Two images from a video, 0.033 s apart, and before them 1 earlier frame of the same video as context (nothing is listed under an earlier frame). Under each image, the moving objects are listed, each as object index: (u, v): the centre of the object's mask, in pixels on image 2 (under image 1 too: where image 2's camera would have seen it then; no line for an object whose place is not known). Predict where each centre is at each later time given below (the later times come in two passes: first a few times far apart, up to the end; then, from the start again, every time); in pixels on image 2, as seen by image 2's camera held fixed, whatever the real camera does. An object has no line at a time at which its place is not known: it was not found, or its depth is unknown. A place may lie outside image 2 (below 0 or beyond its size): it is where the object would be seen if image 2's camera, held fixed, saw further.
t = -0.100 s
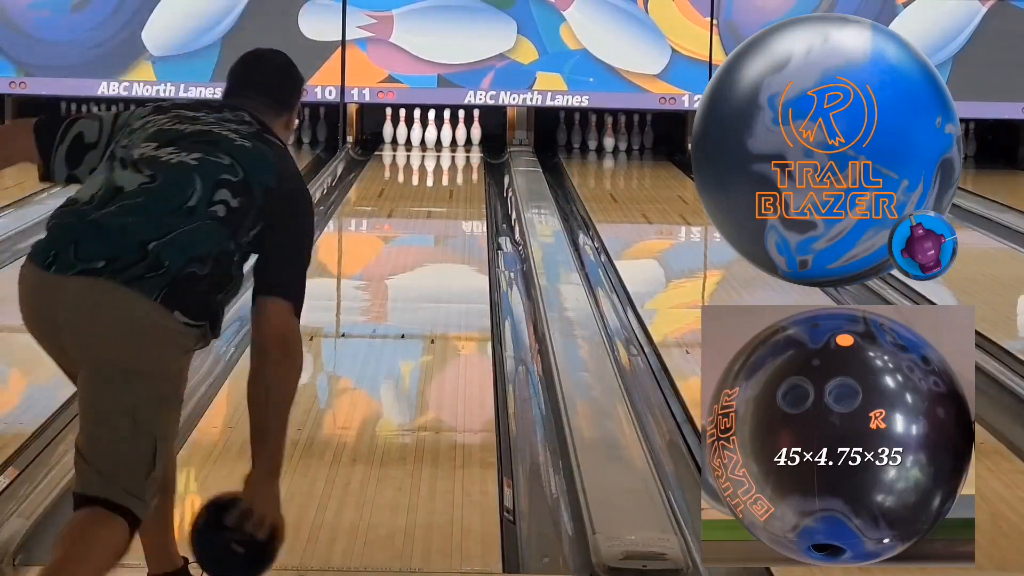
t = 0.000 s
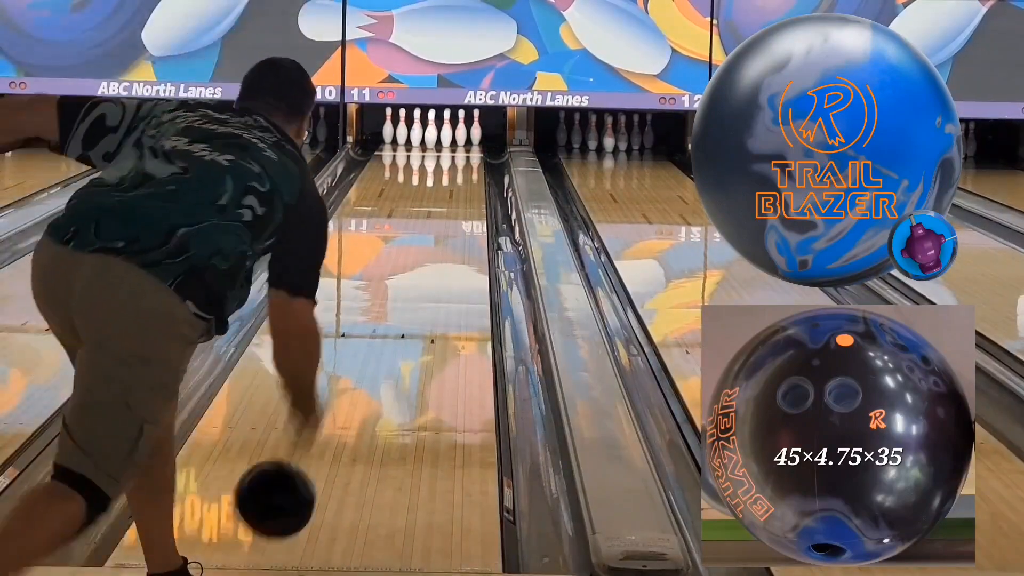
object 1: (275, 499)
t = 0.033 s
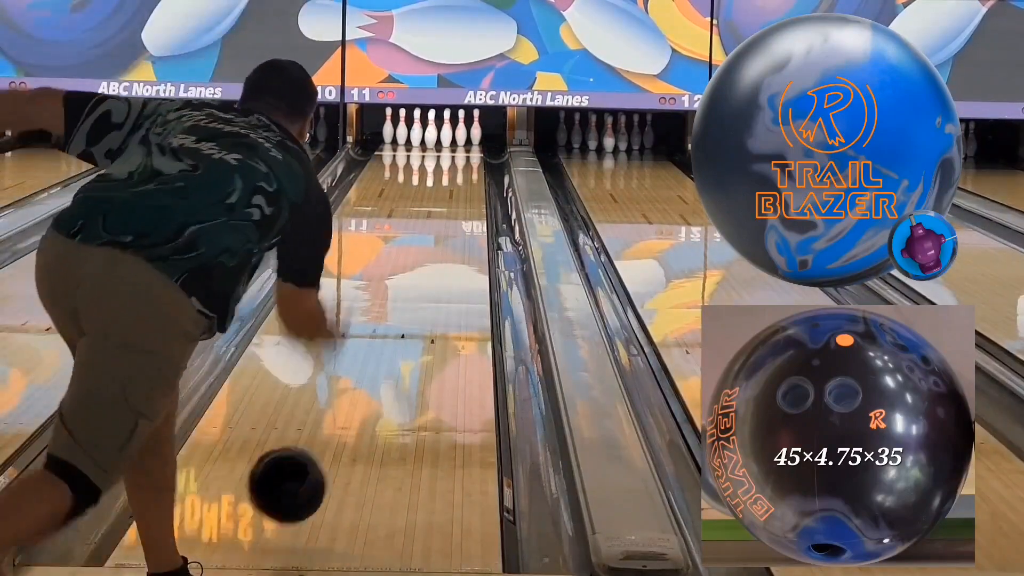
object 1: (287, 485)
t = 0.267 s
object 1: (352, 408)
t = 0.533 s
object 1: (397, 335)
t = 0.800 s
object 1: (429, 282)
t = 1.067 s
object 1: (451, 243)
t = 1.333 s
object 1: (466, 214)
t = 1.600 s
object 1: (475, 192)
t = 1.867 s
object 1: (478, 174)
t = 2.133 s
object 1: (474, 161)
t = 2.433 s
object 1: (460, 148)
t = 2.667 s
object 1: (449, 141)
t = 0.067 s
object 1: (299, 475)
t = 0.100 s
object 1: (309, 470)
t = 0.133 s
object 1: (319, 459)
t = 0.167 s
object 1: (328, 444)
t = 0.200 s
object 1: (336, 433)
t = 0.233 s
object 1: (344, 421)
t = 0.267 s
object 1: (352, 408)
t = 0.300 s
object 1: (359, 397)
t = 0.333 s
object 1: (366, 386)
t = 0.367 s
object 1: (373, 375)
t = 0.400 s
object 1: (378, 365)
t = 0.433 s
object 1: (384, 356)
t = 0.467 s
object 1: (387, 351)
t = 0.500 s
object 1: (392, 343)
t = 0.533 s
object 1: (397, 335)
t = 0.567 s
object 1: (402, 327)
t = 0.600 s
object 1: (406, 319)
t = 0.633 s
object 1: (411, 312)
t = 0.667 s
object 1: (415, 305)
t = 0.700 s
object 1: (418, 299)
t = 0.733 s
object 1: (422, 293)
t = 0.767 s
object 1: (426, 287)
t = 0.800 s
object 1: (429, 282)
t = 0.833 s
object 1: (432, 276)
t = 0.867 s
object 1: (436, 271)
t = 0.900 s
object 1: (438, 265)
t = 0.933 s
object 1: (441, 260)
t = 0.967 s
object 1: (444, 256)
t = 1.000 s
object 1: (447, 251)
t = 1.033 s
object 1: (449, 247)
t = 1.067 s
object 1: (451, 243)
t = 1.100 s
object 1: (454, 239)
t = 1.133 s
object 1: (456, 235)
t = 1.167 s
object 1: (458, 231)
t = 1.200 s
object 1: (460, 227)
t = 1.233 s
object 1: (461, 224)
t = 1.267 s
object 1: (463, 221)
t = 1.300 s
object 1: (464, 217)
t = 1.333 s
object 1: (466, 214)
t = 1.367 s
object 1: (468, 211)
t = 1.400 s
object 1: (469, 208)
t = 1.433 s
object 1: (470, 205)
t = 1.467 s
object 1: (471, 202)
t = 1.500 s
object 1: (472, 200)
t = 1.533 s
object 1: (473, 197)
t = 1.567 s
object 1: (474, 194)
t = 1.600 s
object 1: (475, 192)
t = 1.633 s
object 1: (475, 190)
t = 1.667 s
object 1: (476, 187)
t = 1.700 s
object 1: (477, 185)
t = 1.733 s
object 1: (477, 183)
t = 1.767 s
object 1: (477, 181)
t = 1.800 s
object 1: (478, 178)
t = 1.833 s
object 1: (478, 176)
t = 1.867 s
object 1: (478, 174)
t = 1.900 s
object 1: (478, 172)
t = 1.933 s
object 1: (478, 171)
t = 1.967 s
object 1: (477, 168)
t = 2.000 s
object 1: (477, 167)
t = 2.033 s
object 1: (476, 165)
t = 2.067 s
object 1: (476, 164)
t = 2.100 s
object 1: (475, 162)
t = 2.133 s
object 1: (474, 161)
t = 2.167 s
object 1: (472, 160)
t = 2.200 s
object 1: (471, 157)
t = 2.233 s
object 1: (470, 156)
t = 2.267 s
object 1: (468, 155)
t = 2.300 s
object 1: (466, 153)
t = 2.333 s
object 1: (464, 152)
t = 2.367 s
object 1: (463, 151)
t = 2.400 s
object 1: (462, 150)
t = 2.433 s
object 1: (460, 148)
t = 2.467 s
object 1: (459, 147)
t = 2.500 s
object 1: (456, 146)
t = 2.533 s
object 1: (455, 145)
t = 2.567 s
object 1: (453, 144)
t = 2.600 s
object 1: (452, 143)
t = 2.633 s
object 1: (450, 142)
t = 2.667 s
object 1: (449, 141)
